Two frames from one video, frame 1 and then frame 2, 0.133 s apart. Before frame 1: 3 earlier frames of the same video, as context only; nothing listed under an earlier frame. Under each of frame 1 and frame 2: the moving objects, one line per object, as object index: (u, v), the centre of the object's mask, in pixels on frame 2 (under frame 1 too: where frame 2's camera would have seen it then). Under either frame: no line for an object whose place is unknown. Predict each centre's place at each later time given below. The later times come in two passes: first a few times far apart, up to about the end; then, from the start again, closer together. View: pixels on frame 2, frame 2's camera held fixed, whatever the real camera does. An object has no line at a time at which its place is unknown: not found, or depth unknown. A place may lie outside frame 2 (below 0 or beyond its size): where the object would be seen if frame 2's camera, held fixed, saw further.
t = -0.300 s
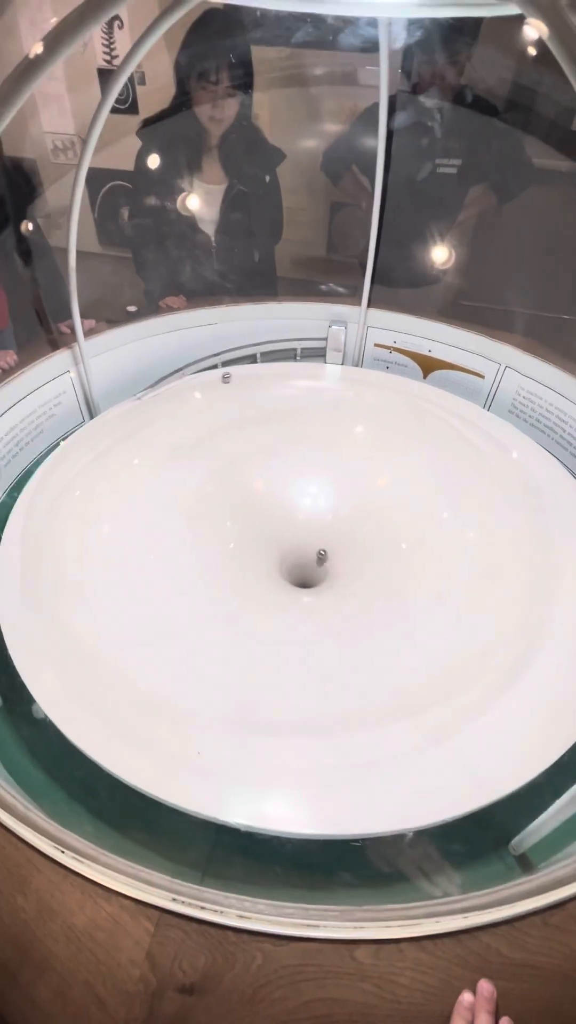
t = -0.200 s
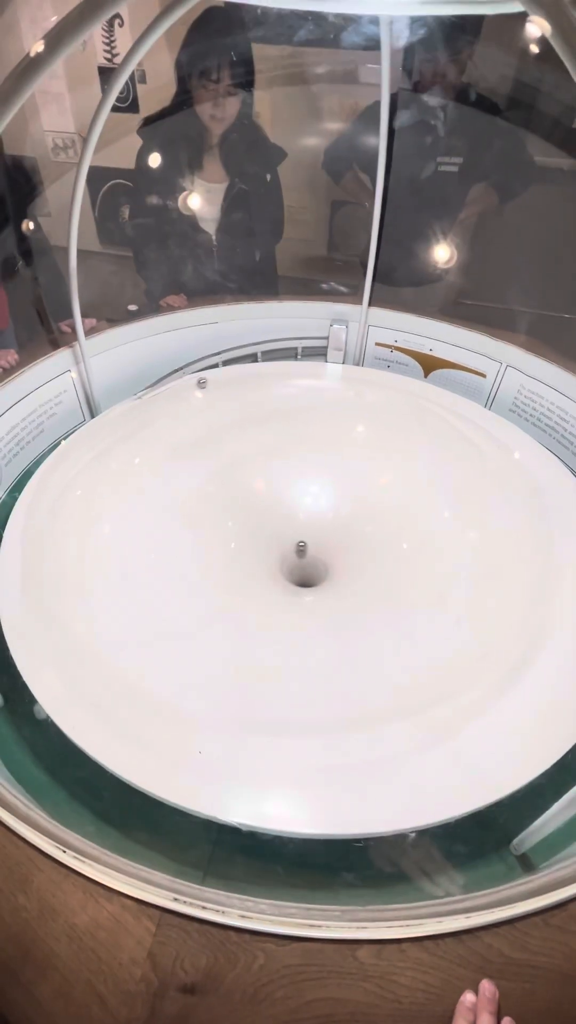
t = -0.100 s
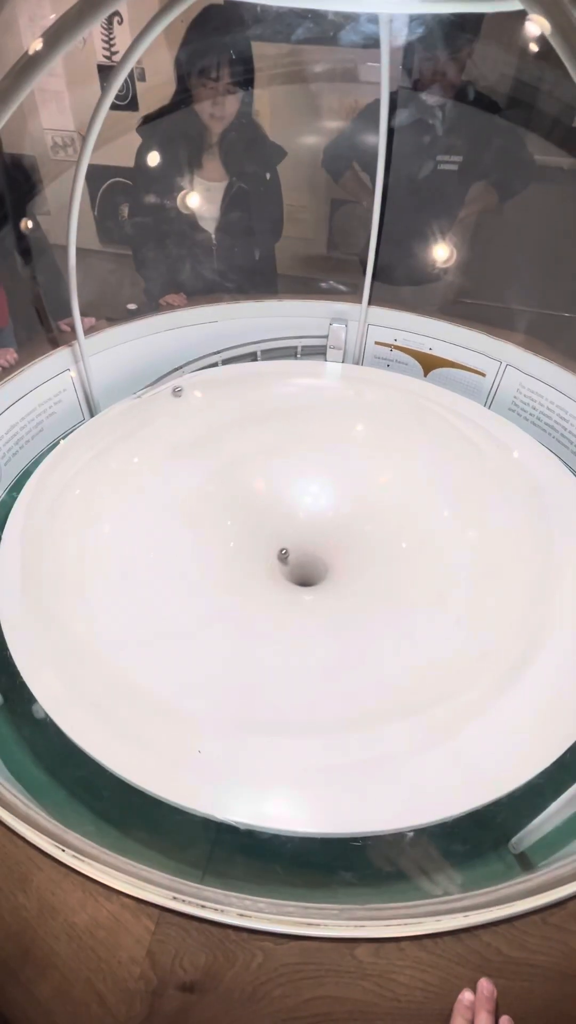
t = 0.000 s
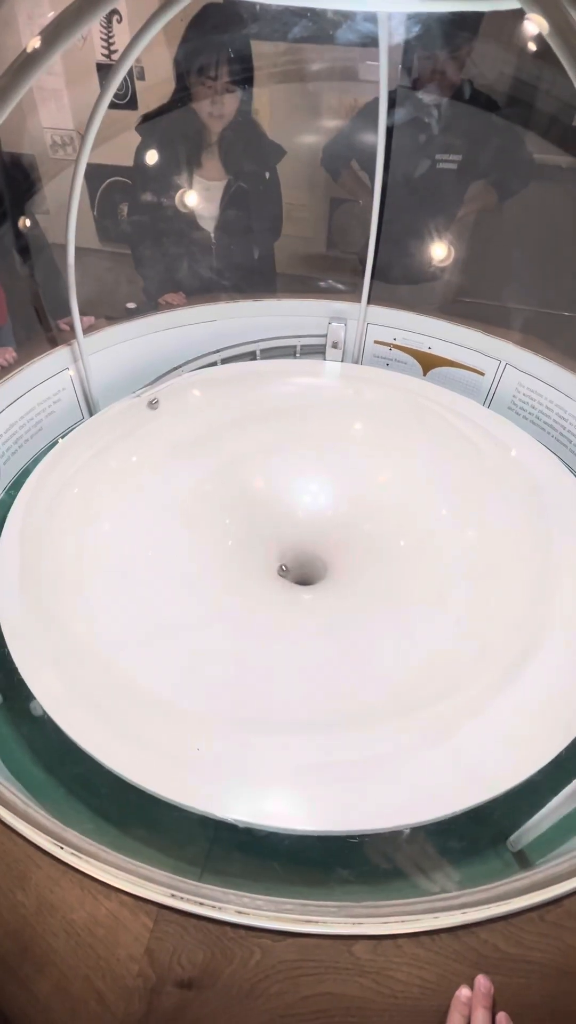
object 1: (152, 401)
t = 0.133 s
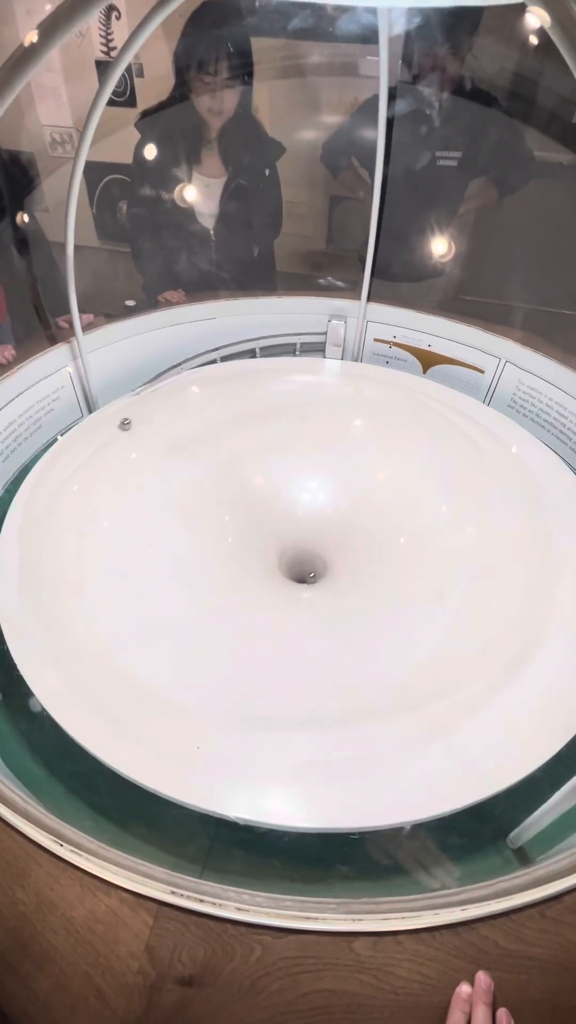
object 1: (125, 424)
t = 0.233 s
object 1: (107, 447)
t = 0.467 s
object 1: (86, 513)
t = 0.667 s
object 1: (102, 583)
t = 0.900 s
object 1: (184, 664)
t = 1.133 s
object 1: (323, 700)
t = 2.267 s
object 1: (460, 432)
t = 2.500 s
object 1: (390, 407)
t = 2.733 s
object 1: (313, 399)
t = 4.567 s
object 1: (400, 702)
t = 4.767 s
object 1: (469, 635)
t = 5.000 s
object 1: (485, 549)
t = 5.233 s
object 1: (451, 473)
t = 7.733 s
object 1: (450, 651)
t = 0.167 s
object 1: (119, 431)
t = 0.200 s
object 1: (113, 438)
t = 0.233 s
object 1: (107, 447)
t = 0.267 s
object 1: (103, 455)
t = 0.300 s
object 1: (98, 463)
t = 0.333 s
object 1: (94, 472)
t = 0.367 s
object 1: (91, 481)
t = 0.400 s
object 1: (88, 492)
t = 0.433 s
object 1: (87, 501)
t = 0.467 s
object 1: (86, 513)
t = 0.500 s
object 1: (85, 523)
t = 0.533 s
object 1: (86, 535)
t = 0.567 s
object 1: (88, 547)
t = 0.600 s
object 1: (91, 559)
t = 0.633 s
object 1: (96, 571)
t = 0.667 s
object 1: (102, 583)
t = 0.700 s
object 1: (109, 596)
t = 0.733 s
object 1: (118, 608)
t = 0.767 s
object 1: (128, 621)
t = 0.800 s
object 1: (140, 632)
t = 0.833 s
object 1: (153, 643)
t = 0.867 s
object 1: (168, 654)
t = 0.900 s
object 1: (184, 664)
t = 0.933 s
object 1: (202, 672)
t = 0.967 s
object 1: (220, 680)
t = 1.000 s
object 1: (239, 687)
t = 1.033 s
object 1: (260, 692)
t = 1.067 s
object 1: (281, 696)
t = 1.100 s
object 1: (302, 699)
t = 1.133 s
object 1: (323, 700)
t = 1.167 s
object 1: (344, 700)
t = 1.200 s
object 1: (366, 698)
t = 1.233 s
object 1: (386, 695)
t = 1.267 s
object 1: (405, 690)
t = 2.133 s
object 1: (494, 454)
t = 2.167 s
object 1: (486, 448)
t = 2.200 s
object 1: (478, 443)
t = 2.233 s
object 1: (469, 437)
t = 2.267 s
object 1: (460, 432)
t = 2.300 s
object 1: (451, 427)
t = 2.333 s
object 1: (441, 423)
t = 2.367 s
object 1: (432, 419)
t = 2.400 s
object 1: (421, 415)
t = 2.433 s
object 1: (411, 412)
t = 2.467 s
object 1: (401, 409)
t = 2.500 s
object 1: (390, 407)
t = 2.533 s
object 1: (379, 405)
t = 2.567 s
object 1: (368, 403)
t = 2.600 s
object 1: (357, 401)
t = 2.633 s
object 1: (346, 400)
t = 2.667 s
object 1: (335, 399)
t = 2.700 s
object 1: (324, 399)
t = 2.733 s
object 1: (313, 399)
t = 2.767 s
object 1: (302, 400)
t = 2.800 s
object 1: (291, 401)
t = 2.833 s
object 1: (280, 402)
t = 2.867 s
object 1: (268, 403)
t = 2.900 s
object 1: (257, 405)
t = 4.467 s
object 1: (350, 724)
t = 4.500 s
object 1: (368, 717)
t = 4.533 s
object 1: (384, 710)
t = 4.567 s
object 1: (400, 702)
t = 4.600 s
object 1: (415, 692)
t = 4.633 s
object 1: (429, 682)
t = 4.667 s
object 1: (441, 672)
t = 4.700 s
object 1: (451, 660)
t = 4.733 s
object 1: (461, 648)
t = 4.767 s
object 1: (469, 635)
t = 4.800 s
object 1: (475, 623)
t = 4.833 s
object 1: (480, 611)
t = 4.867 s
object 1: (484, 598)
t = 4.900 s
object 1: (486, 585)
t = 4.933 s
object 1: (487, 573)
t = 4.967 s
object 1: (487, 561)
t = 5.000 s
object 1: (485, 549)
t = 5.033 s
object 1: (483, 537)
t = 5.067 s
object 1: (480, 525)
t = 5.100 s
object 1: (475, 514)
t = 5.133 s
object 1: (470, 503)
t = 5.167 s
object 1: (464, 493)
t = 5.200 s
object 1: (458, 483)
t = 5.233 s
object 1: (451, 473)
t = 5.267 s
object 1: (443, 464)
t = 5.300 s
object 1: (435, 456)
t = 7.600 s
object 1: (382, 679)
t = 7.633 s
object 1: (400, 673)
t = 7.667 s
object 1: (418, 667)
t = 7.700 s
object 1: (434, 660)
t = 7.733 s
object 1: (450, 651)
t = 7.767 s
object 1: (463, 642)
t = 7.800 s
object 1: (475, 633)
